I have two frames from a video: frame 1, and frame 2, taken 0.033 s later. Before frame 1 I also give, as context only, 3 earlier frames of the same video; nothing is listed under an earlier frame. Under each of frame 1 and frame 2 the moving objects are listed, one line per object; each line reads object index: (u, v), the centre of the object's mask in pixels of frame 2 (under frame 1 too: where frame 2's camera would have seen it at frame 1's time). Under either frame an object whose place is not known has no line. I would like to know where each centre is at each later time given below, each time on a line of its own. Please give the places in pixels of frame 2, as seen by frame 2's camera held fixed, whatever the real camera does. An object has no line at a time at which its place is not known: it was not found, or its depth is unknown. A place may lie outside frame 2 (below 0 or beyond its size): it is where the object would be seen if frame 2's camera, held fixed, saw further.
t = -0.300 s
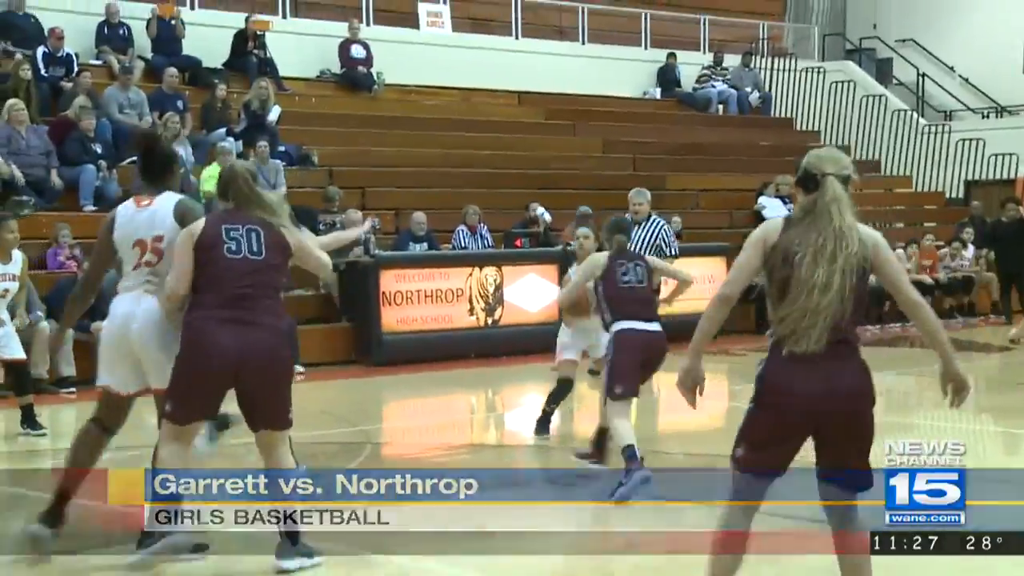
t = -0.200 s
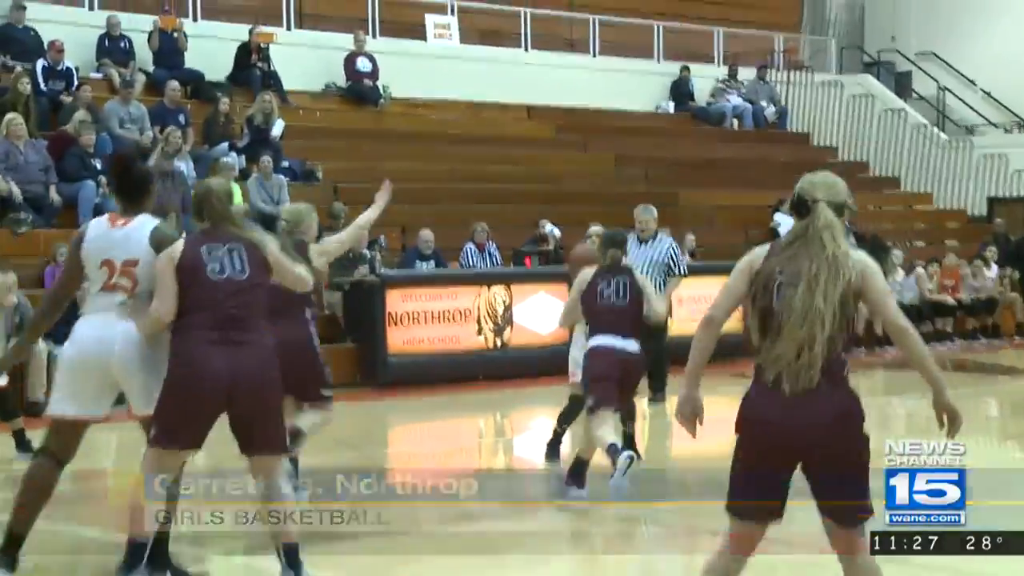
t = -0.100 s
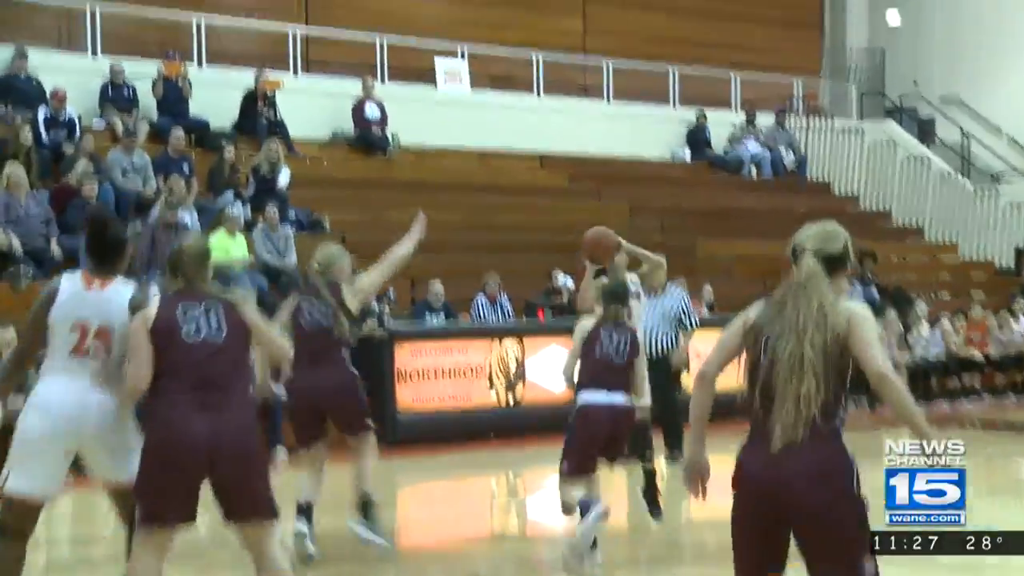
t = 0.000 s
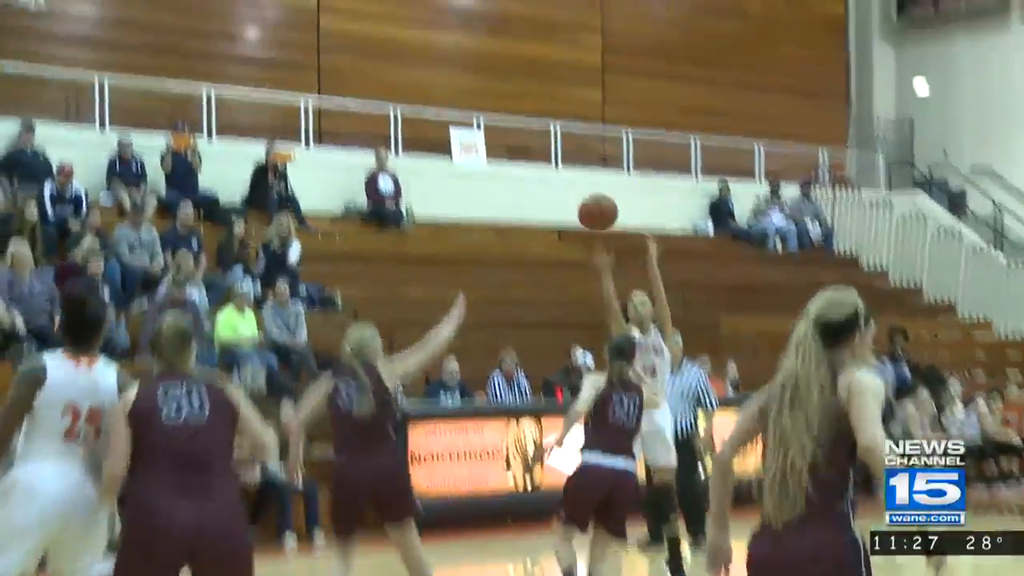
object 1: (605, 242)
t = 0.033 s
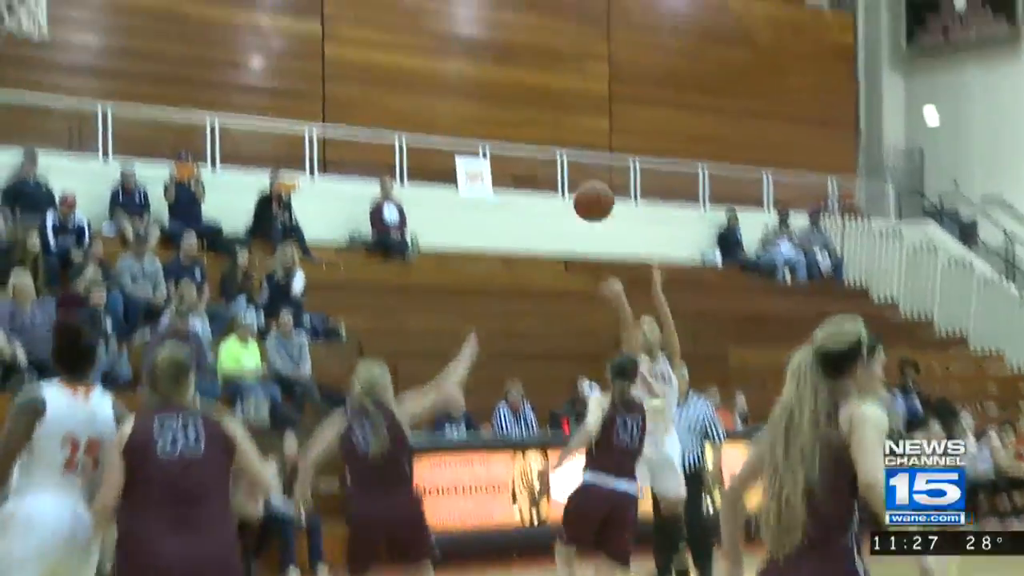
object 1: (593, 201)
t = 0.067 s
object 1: (582, 158)
